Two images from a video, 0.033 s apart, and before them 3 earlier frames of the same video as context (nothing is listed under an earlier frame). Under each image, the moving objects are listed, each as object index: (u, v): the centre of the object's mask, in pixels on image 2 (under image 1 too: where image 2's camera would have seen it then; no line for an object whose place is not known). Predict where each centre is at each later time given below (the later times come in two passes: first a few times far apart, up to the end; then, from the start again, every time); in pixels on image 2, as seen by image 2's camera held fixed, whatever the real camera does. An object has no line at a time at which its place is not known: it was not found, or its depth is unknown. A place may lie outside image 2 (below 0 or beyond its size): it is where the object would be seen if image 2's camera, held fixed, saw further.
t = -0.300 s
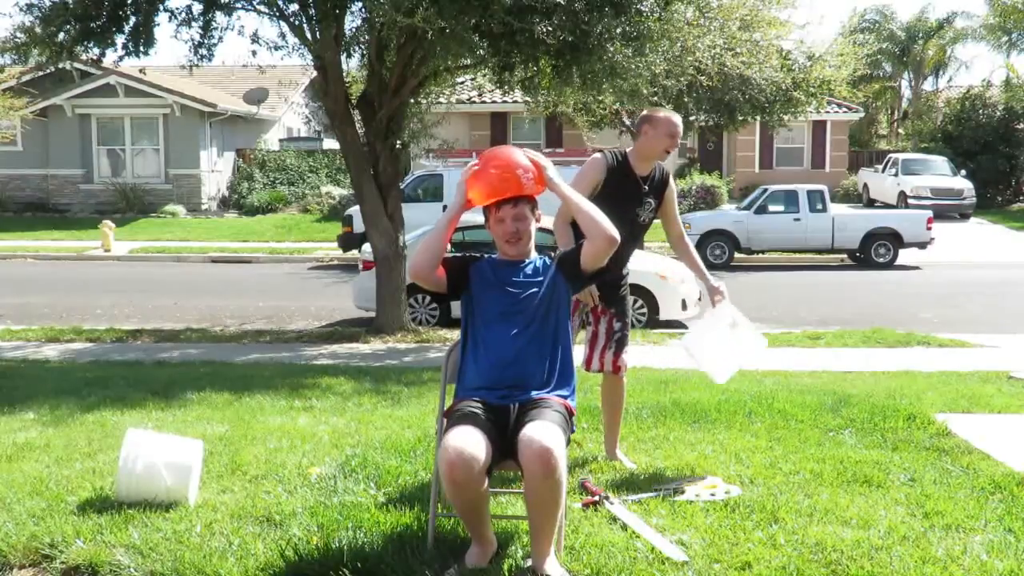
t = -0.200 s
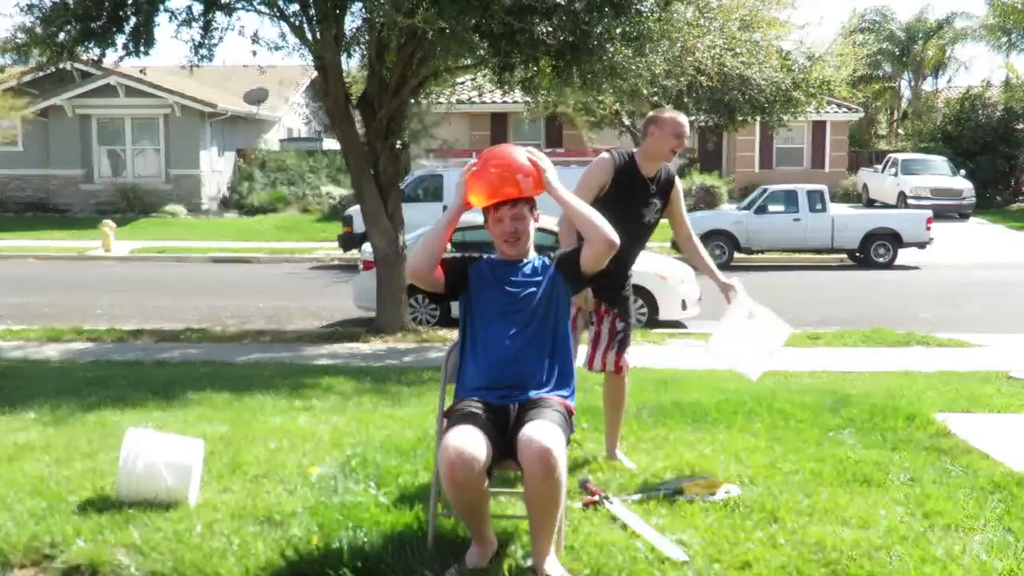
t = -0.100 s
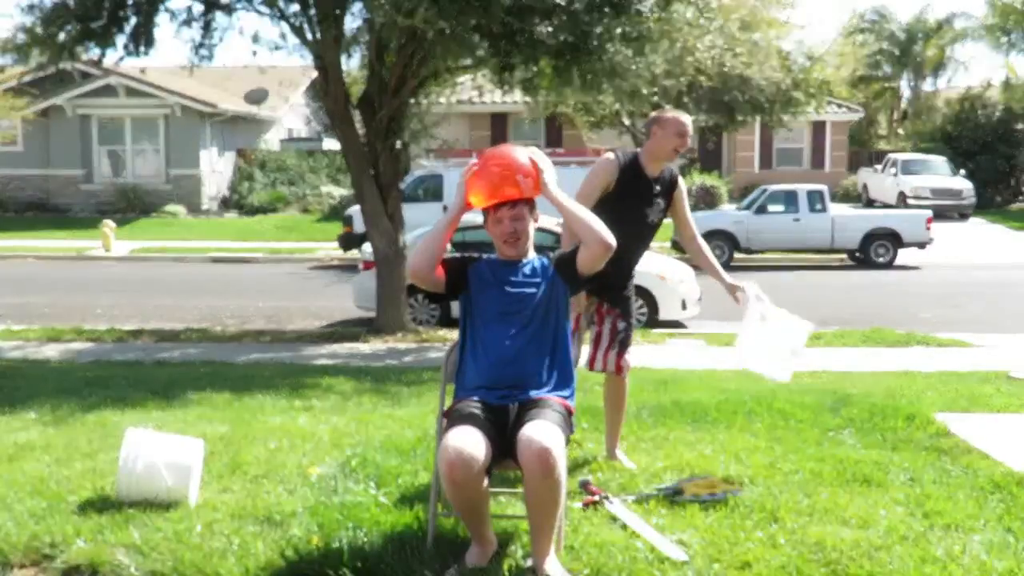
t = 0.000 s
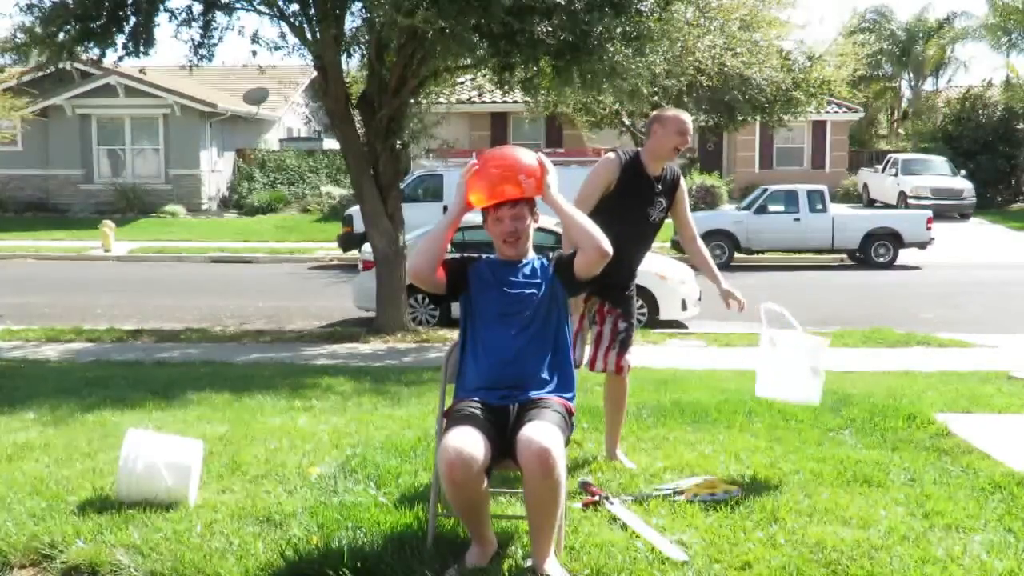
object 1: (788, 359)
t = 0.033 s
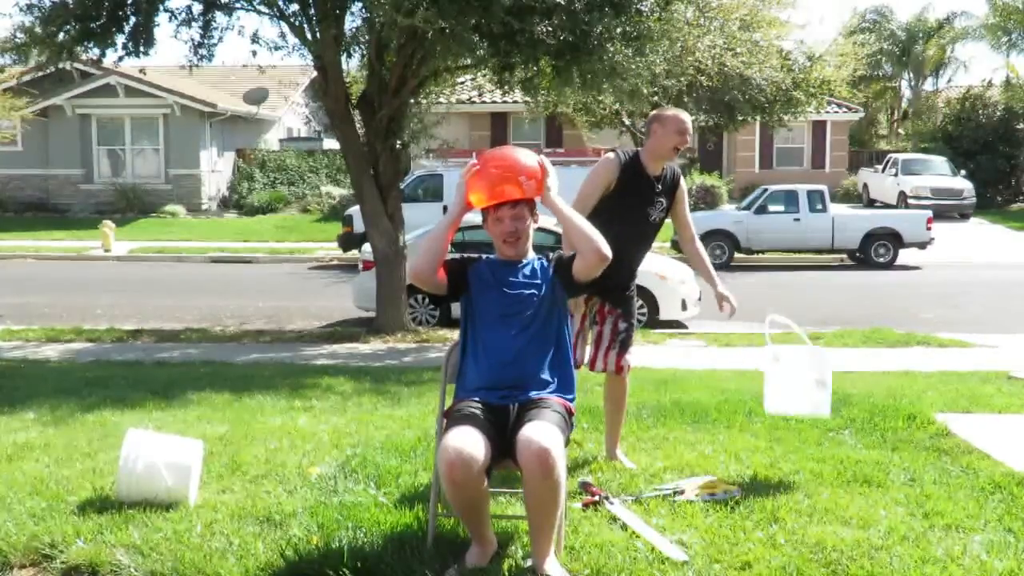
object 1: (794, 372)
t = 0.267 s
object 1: (848, 447)
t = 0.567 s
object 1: (894, 465)
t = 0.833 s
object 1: (901, 467)
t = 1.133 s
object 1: (894, 466)
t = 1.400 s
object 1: (896, 467)
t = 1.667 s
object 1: (896, 468)
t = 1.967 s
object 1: (896, 467)
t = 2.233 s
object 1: (896, 467)
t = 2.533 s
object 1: (896, 467)
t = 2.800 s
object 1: (896, 468)
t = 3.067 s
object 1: (896, 467)
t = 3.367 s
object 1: (896, 467)
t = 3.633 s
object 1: (896, 467)
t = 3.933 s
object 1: (896, 467)
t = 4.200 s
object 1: (896, 467)
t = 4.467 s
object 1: (896, 467)
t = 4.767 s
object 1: (896, 467)
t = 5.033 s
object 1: (896, 467)
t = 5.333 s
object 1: (896, 467)
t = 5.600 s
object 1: (896, 468)
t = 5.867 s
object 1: (896, 467)
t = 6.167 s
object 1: (896, 467)
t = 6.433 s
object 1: (896, 467)
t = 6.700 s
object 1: (896, 467)
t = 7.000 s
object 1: (896, 467)
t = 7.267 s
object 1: (896, 467)
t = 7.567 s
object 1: (896, 467)
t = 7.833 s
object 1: (896, 467)
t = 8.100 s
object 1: (896, 468)
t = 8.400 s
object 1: (896, 467)
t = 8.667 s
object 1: (896, 468)
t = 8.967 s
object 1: (896, 467)
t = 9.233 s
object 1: (896, 467)
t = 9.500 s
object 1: (896, 467)
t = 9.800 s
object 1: (896, 467)
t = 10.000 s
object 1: (896, 467)
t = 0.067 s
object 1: (803, 388)
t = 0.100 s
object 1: (811, 413)
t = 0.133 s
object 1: (814, 425)
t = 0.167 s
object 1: (820, 440)
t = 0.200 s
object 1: (832, 448)
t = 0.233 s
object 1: (841, 449)
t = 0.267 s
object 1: (848, 447)
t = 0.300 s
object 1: (853, 445)
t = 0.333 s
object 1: (858, 444)
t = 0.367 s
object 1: (862, 445)
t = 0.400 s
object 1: (868, 447)
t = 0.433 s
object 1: (874, 449)
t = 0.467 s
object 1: (880, 453)
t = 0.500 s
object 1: (885, 457)
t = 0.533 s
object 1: (890, 462)
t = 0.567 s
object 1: (894, 465)
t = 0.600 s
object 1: (896, 465)
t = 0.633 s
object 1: (898, 465)
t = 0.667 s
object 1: (901, 466)
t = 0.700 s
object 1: (903, 469)
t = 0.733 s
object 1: (903, 468)
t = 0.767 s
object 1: (903, 467)
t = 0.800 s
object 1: (902, 467)
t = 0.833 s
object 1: (901, 467)
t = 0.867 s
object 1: (899, 468)
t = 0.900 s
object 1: (897, 468)
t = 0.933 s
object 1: (895, 468)
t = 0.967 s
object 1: (894, 467)
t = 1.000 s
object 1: (894, 466)
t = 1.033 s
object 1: (893, 466)
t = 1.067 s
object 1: (893, 465)
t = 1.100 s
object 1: (893, 465)
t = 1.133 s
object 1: (894, 466)
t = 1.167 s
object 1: (895, 467)
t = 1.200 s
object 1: (896, 467)
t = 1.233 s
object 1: (896, 467)
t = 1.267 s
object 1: (896, 467)
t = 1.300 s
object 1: (896, 467)
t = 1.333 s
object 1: (896, 467)
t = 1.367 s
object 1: (896, 467)
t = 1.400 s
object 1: (896, 467)
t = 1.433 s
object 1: (896, 467)
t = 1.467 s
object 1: (896, 467)
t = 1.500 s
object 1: (896, 467)
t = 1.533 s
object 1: (896, 467)
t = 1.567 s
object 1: (896, 467)
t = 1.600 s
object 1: (896, 467)
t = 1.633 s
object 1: (896, 467)
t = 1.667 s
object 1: (896, 468)
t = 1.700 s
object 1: (896, 467)
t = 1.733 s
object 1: (896, 467)
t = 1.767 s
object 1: (896, 467)
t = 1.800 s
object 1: (896, 467)
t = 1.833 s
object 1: (896, 467)
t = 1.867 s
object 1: (896, 467)
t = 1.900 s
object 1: (896, 467)
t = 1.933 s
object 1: (896, 467)
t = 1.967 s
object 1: (896, 467)
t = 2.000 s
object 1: (896, 467)
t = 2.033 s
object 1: (896, 467)
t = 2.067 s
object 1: (896, 467)
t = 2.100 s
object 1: (896, 467)
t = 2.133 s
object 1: (896, 467)
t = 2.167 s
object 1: (896, 467)
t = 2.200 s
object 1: (896, 467)
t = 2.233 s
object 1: (896, 467)
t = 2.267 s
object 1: (896, 467)
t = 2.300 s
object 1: (896, 467)
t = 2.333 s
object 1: (896, 467)
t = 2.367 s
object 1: (896, 467)
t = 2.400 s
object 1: (896, 467)
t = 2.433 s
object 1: (896, 467)
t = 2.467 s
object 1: (896, 467)
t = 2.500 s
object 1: (896, 467)
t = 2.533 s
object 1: (896, 467)
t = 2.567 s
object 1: (896, 468)
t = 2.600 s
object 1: (896, 467)
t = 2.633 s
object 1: (896, 467)
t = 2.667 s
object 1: (896, 467)
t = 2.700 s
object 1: (896, 467)
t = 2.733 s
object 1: (896, 468)
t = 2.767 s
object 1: (896, 467)
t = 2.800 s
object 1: (896, 468)
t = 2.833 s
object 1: (896, 468)
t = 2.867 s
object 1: (896, 468)
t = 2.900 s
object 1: (896, 468)
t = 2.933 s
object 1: (896, 468)
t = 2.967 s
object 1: (896, 467)
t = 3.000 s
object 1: (896, 468)
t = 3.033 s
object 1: (896, 467)
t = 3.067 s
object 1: (896, 467)
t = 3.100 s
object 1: (896, 467)
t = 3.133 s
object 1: (896, 468)
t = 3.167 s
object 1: (896, 467)
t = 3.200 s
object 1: (896, 468)
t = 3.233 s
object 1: (896, 467)
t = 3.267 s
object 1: (896, 467)
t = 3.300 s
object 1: (896, 467)
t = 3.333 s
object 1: (896, 467)
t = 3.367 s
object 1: (896, 467)
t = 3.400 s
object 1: (896, 467)
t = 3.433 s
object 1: (896, 467)
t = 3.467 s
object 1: (896, 467)
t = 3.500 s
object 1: (896, 467)
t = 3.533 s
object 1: (896, 467)
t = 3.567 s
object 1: (896, 467)
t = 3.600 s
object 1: (896, 467)
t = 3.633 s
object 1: (896, 467)
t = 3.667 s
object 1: (896, 467)
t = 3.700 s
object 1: (896, 467)
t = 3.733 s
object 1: (896, 467)
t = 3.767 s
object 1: (896, 467)
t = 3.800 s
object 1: (896, 467)
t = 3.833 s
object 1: (896, 467)
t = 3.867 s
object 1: (896, 467)
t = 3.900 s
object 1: (896, 467)
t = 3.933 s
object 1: (896, 467)
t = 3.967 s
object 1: (896, 467)
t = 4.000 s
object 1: (896, 467)
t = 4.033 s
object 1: (896, 467)
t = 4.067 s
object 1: (896, 467)
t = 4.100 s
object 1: (896, 468)
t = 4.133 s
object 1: (896, 467)
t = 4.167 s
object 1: (896, 467)
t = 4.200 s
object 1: (896, 467)
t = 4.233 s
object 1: (896, 467)
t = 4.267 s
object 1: (896, 468)
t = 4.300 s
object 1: (896, 468)
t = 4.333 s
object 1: (896, 467)
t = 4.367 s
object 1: (896, 467)
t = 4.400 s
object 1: (896, 467)
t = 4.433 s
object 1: (896, 467)
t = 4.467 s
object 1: (896, 467)
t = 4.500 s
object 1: (896, 467)
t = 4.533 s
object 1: (896, 467)
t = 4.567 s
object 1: (896, 467)
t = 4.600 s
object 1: (896, 467)
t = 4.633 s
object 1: (896, 467)
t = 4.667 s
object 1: (896, 467)
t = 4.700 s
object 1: (896, 468)
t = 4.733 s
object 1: (896, 467)
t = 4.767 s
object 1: (896, 467)
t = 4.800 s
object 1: (896, 467)
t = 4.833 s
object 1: (896, 467)
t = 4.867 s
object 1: (896, 467)
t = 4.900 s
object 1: (896, 467)
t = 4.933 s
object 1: (896, 467)
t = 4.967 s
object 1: (896, 467)
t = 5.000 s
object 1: (896, 467)
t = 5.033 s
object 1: (896, 467)
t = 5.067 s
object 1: (896, 468)
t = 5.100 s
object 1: (896, 467)
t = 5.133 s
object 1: (896, 467)
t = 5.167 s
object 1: (896, 467)
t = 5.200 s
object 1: (896, 467)
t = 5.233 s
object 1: (896, 467)
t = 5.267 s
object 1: (896, 467)
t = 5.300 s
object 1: (896, 467)
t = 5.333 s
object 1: (896, 467)
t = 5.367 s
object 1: (896, 467)
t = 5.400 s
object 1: (896, 467)
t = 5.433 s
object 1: (896, 467)
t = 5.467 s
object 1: (896, 468)
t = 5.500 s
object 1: (896, 468)
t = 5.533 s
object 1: (896, 468)
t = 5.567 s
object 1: (896, 468)
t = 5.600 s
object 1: (896, 468)
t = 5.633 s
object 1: (896, 467)
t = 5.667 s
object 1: (896, 467)
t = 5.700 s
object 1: (896, 468)
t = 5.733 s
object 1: (896, 467)
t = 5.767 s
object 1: (896, 467)
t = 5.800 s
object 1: (896, 467)
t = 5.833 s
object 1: (896, 467)
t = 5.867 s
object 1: (896, 467)
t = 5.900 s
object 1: (896, 468)
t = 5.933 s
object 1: (896, 467)
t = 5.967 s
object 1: (896, 467)
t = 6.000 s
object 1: (896, 467)
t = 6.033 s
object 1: (896, 467)
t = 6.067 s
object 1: (896, 467)
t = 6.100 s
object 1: (896, 467)
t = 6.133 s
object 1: (896, 467)
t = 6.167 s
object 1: (896, 467)
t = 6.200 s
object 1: (896, 467)
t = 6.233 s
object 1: (896, 467)
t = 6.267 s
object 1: (896, 467)
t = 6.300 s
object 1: (896, 467)
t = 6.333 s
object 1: (896, 467)
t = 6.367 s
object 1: (896, 467)
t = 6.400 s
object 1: (896, 467)
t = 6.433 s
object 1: (896, 467)
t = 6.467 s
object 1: (896, 467)
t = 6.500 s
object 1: (896, 467)
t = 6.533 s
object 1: (896, 467)
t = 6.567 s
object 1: (896, 467)
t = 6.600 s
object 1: (896, 467)
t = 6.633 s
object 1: (896, 467)
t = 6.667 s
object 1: (896, 467)
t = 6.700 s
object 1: (896, 467)
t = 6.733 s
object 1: (896, 467)
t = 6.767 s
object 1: (896, 467)
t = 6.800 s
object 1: (896, 467)
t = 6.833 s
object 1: (896, 467)
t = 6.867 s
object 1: (896, 467)
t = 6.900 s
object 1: (896, 467)
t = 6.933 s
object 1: (896, 467)
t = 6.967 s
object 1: (896, 467)
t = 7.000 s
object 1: (896, 467)
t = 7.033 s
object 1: (896, 467)
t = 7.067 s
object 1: (896, 467)
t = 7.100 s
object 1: (896, 467)
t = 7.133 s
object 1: (896, 467)
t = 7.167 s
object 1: (896, 467)
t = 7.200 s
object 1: (896, 467)
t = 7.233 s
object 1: (896, 467)
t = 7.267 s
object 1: (896, 467)
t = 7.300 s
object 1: (896, 467)
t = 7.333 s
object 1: (896, 467)
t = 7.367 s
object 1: (896, 467)
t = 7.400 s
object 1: (896, 467)
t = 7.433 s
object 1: (896, 467)
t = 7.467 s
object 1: (896, 467)
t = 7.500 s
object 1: (896, 467)
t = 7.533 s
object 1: (896, 467)
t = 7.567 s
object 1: (896, 467)
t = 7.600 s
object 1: (896, 467)
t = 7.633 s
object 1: (896, 467)
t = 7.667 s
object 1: (896, 467)
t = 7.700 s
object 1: (896, 468)
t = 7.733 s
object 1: (896, 467)
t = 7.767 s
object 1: (896, 467)
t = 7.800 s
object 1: (896, 468)
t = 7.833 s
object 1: (896, 467)
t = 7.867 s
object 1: (896, 467)
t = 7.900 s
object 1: (896, 467)
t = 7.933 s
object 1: (896, 467)
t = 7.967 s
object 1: (896, 467)
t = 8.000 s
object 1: (896, 467)
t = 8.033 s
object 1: (896, 467)
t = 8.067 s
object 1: (896, 468)
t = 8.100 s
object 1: (896, 468)
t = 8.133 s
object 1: (896, 467)
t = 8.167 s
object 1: (896, 467)
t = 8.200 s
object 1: (896, 467)
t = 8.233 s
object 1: (896, 467)
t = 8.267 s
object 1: (896, 467)
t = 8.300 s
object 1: (896, 467)
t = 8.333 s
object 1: (896, 468)
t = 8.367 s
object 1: (896, 467)
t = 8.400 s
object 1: (896, 467)
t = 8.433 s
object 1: (896, 468)
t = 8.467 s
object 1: (896, 467)
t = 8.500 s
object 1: (896, 467)
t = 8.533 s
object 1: (896, 468)
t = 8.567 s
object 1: (896, 467)
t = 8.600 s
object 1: (896, 468)
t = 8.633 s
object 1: (896, 467)
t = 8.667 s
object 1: (896, 468)
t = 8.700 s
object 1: (896, 467)
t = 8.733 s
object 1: (896, 467)
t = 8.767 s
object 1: (896, 468)
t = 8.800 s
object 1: (896, 467)
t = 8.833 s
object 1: (896, 467)
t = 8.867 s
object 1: (896, 467)
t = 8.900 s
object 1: (896, 467)
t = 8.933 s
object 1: (896, 467)
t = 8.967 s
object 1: (896, 467)
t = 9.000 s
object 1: (896, 467)
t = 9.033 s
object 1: (896, 467)
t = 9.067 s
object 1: (896, 467)
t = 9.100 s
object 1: (896, 468)
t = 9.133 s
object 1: (896, 467)
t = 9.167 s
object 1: (896, 467)
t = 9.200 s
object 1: (896, 467)
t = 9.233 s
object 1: (896, 467)
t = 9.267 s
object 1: (896, 467)
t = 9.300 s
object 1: (896, 467)
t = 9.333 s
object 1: (896, 467)
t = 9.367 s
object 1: (896, 467)
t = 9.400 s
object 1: (896, 467)
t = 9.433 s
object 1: (896, 467)
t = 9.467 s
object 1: (896, 467)
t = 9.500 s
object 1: (896, 467)
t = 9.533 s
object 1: (896, 467)
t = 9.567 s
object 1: (896, 467)
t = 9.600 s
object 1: (896, 467)
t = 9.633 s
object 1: (896, 467)
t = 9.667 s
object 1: (896, 467)
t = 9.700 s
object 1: (896, 467)
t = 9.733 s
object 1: (896, 467)
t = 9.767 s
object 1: (896, 467)
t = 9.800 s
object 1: (896, 467)
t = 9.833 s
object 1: (896, 468)
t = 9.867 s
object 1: (896, 467)
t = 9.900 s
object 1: (896, 467)
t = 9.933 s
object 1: (896, 468)
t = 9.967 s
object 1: (896, 468)
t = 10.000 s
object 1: (896, 467)
